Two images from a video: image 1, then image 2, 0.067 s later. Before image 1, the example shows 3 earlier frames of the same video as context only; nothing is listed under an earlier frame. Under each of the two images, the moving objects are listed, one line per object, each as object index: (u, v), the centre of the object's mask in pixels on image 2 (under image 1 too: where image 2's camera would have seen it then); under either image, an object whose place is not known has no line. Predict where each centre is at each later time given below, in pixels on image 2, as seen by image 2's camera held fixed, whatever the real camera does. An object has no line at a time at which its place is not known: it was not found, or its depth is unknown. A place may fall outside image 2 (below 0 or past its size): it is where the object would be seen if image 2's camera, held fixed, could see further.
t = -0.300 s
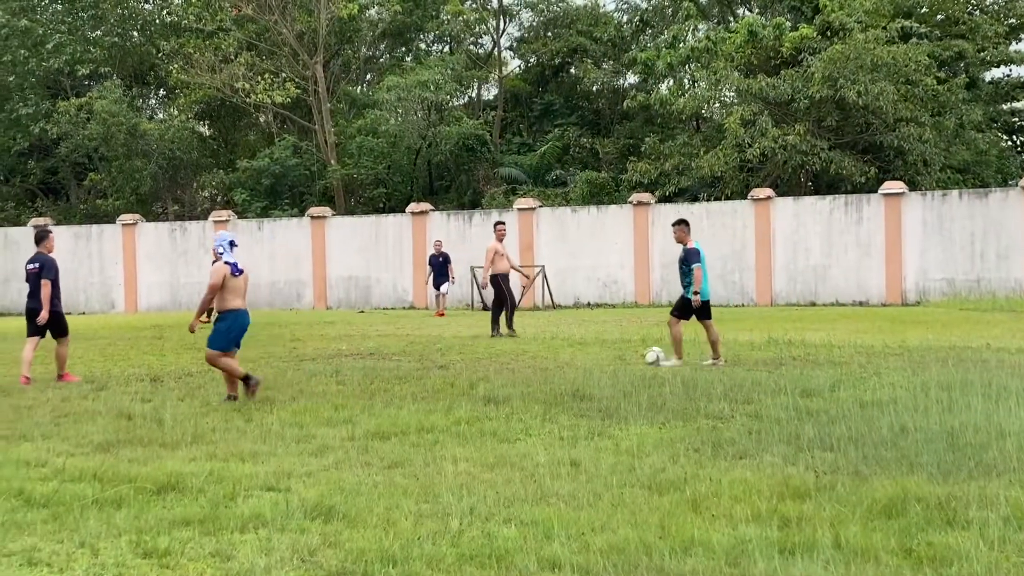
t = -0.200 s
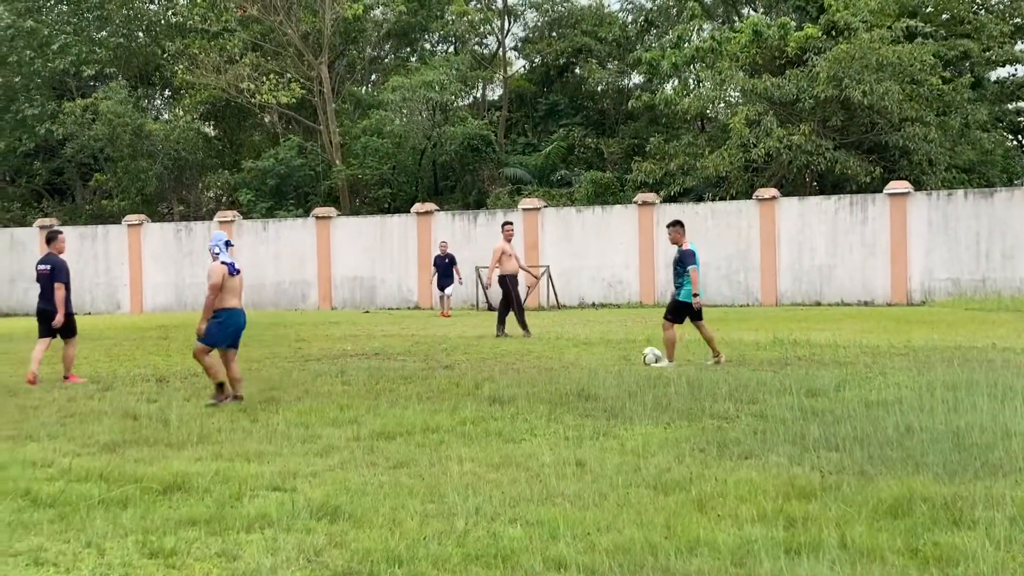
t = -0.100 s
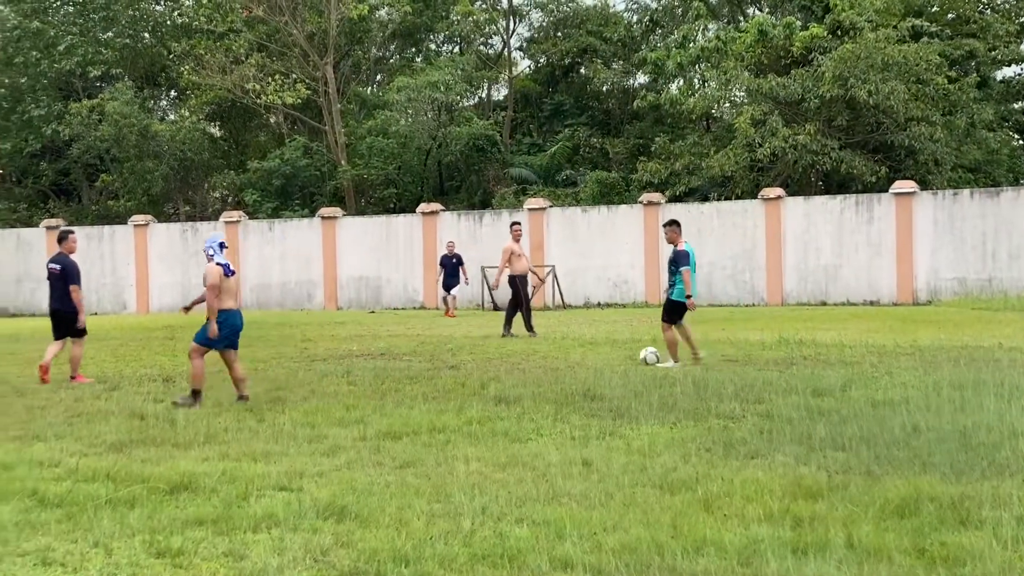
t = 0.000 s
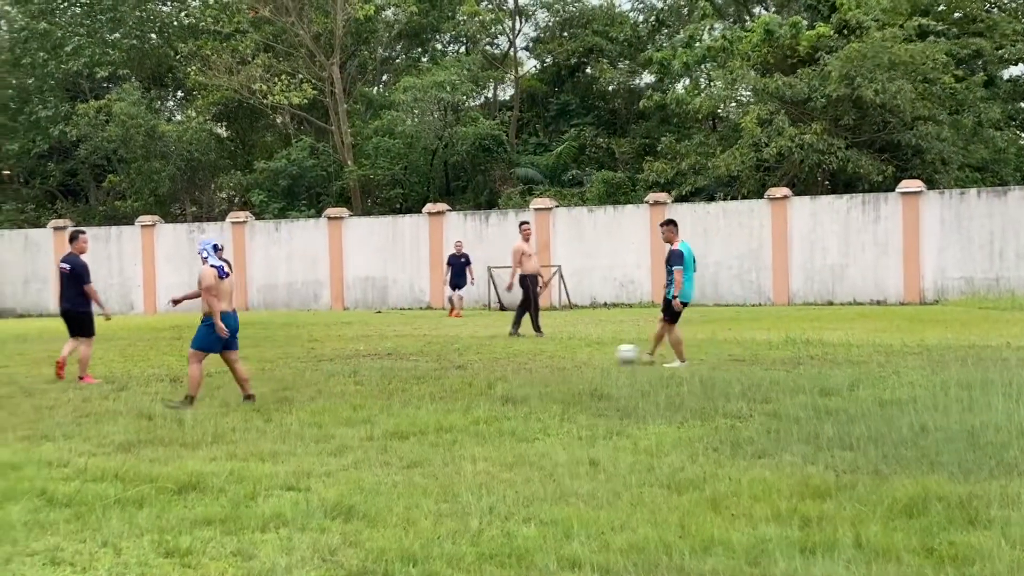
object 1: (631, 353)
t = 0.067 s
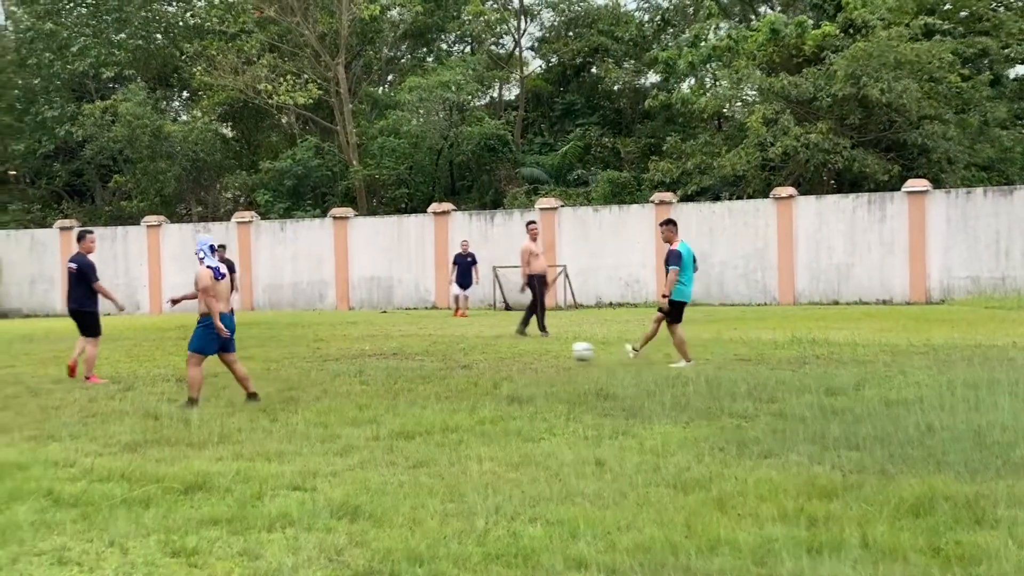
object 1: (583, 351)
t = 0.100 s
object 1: (558, 351)
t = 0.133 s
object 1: (533, 353)
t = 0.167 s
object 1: (510, 355)
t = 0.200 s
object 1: (486, 359)
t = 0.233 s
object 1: (464, 360)
